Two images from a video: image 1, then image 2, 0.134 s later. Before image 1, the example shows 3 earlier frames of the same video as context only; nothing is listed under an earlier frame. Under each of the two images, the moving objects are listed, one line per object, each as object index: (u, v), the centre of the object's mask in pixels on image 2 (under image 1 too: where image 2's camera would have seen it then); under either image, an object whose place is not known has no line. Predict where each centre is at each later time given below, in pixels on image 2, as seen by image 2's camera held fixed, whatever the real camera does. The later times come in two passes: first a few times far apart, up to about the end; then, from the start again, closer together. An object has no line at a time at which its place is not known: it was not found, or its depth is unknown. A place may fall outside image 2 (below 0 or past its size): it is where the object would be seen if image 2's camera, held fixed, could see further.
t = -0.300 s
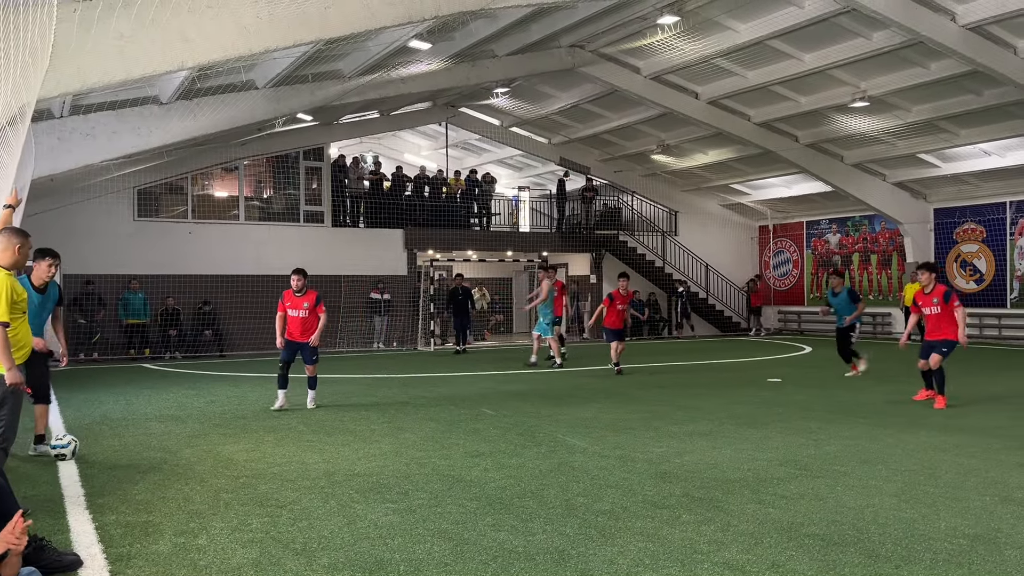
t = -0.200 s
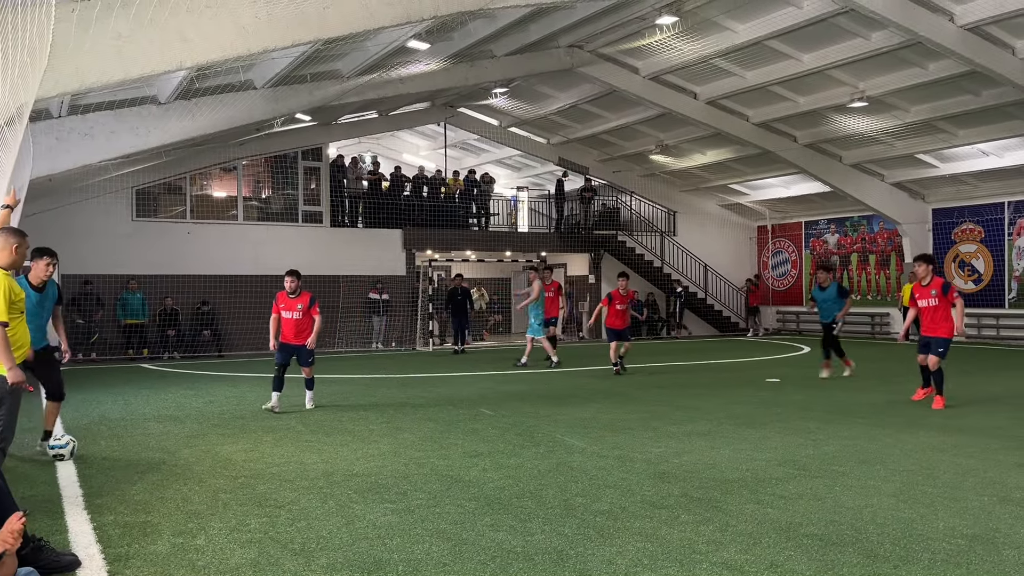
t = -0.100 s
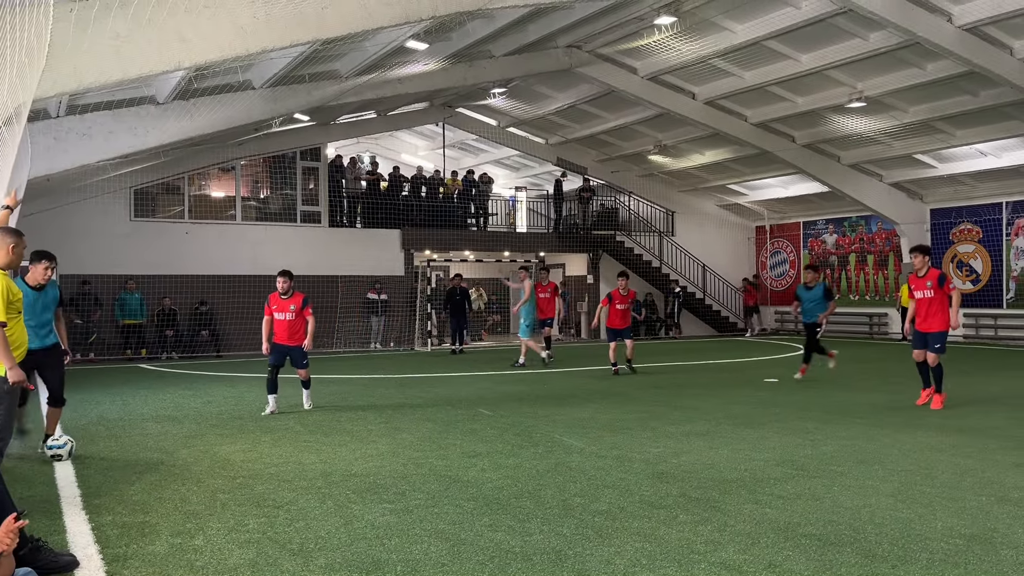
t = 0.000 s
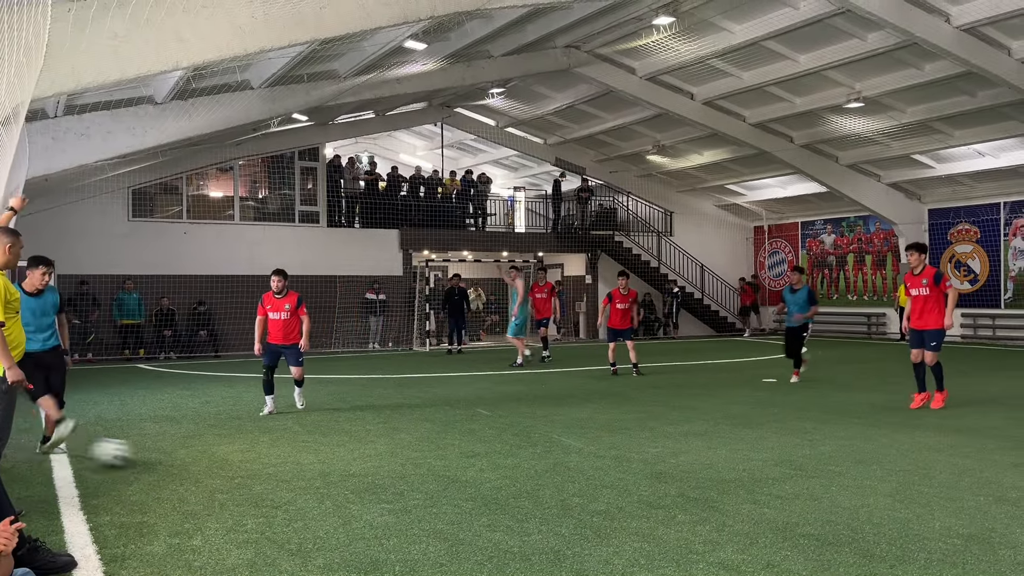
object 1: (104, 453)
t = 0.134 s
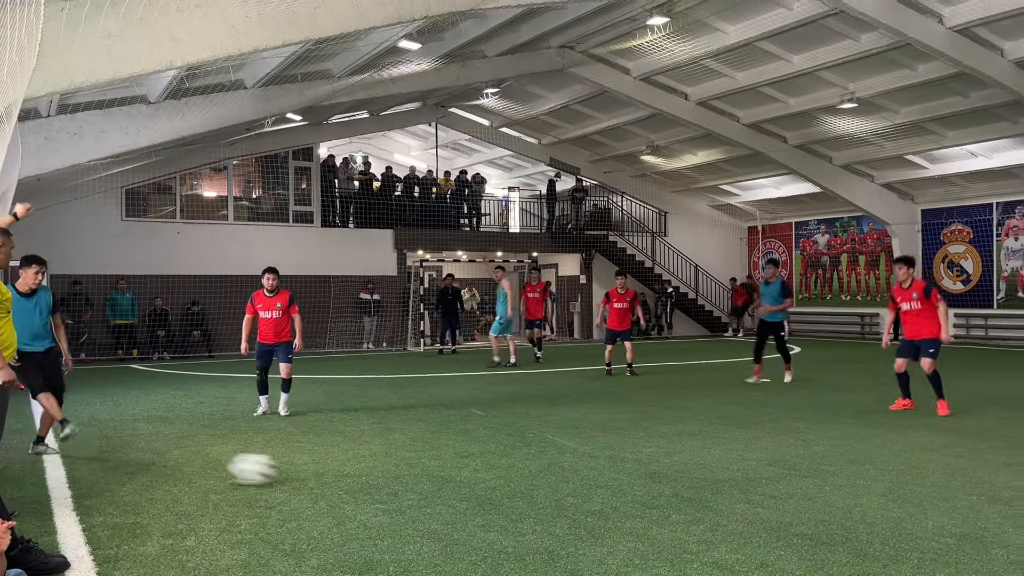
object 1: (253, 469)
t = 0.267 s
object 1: (420, 486)
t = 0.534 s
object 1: (827, 533)
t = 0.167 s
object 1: (291, 473)
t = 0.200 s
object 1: (333, 478)
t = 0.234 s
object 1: (375, 482)
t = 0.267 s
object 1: (420, 486)
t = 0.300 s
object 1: (467, 492)
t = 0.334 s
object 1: (514, 498)
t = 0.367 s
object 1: (562, 502)
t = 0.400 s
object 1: (612, 507)
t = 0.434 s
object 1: (663, 515)
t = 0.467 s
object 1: (717, 525)
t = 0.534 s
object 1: (827, 533)
